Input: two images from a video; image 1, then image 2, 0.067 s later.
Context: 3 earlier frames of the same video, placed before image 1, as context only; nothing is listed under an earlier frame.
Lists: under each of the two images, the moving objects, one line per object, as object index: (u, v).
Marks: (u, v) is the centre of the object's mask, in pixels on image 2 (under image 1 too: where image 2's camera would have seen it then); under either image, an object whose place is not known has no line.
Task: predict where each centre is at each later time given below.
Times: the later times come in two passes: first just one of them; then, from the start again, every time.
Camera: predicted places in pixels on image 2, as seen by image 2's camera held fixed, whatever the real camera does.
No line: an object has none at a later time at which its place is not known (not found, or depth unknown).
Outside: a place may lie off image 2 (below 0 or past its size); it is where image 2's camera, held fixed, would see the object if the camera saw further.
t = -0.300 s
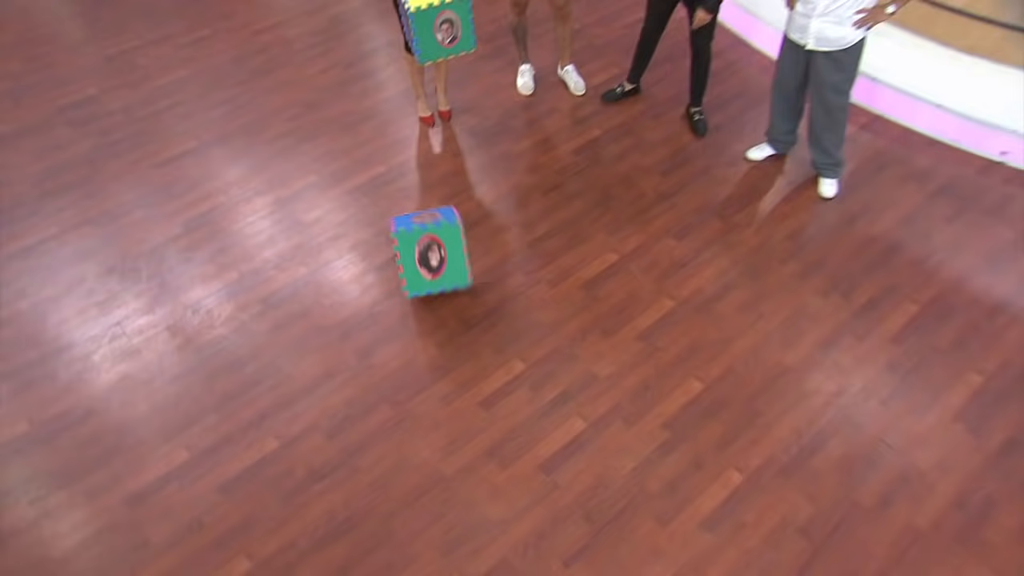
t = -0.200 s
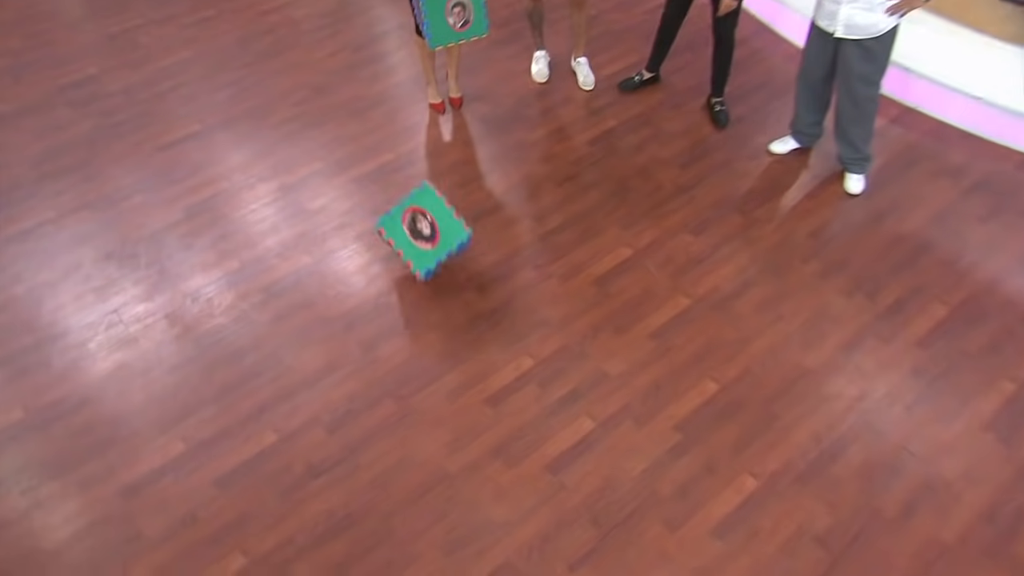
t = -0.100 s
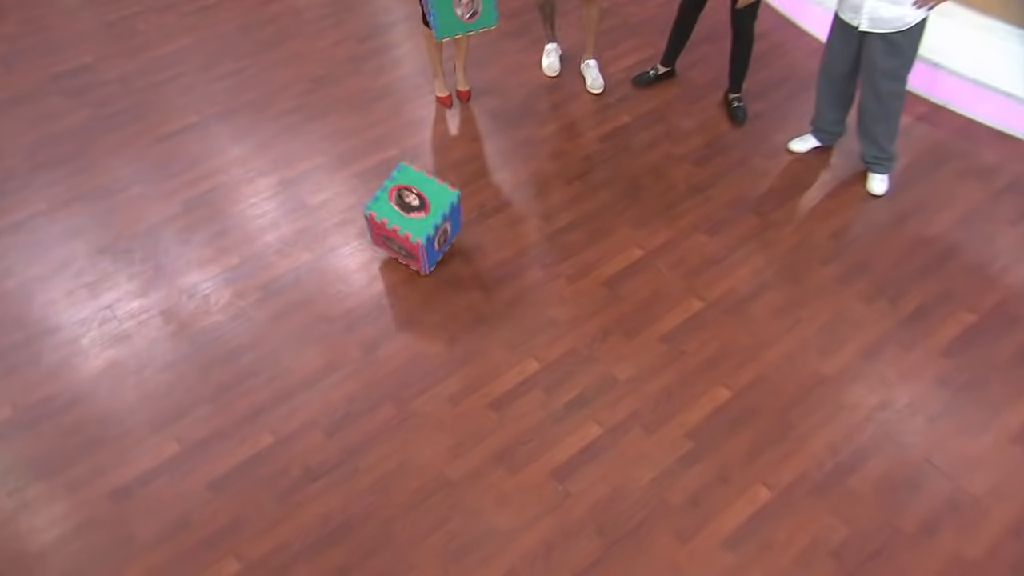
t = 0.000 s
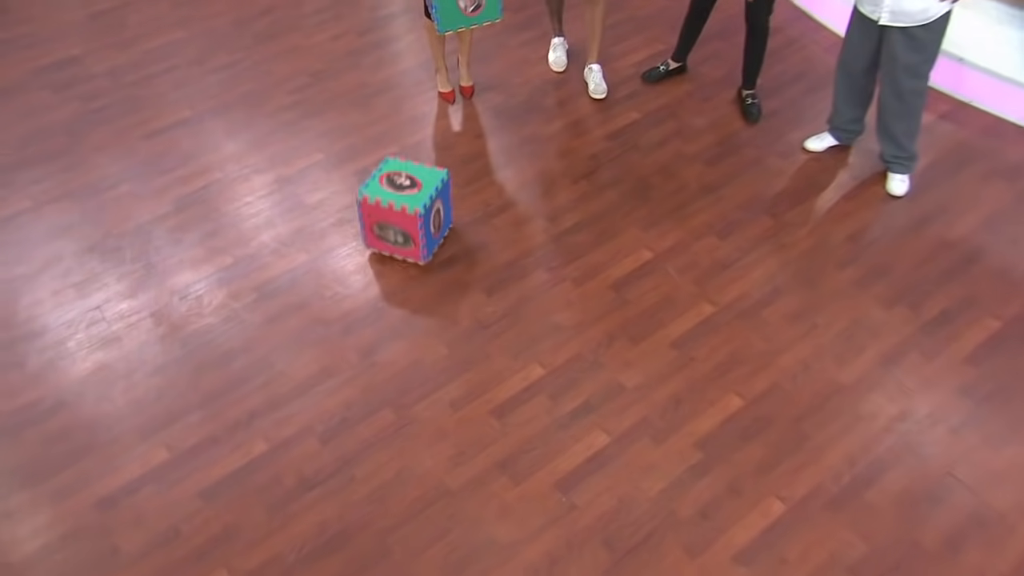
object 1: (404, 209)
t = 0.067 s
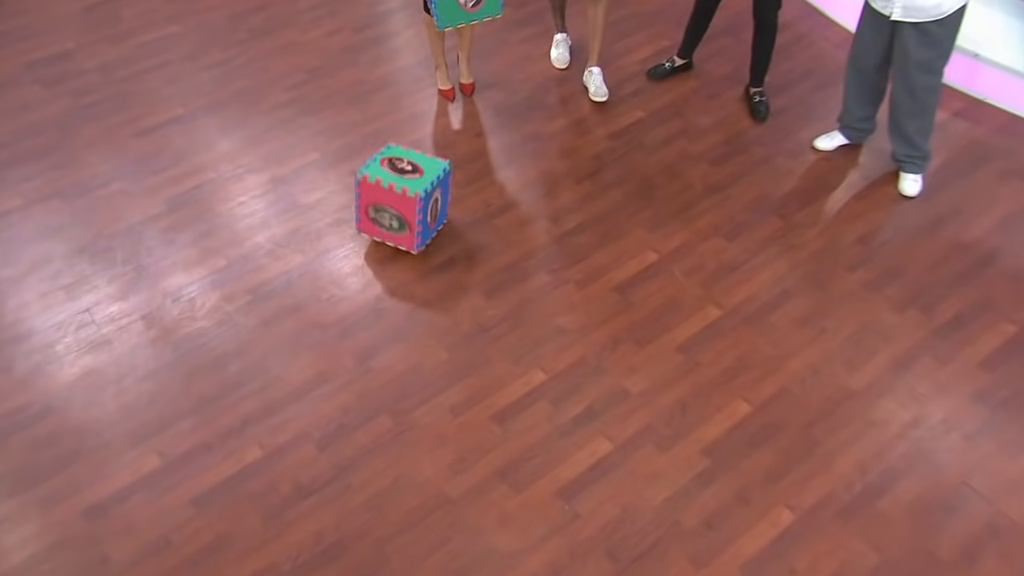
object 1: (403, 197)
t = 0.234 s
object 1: (400, 181)
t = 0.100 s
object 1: (402, 192)
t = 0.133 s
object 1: (402, 188)
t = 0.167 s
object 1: (401, 185)
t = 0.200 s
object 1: (400, 183)
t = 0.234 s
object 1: (400, 181)
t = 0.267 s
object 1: (400, 180)
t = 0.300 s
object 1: (400, 181)
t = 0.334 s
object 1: (401, 181)
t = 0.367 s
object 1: (401, 183)
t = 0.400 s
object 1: (401, 184)
